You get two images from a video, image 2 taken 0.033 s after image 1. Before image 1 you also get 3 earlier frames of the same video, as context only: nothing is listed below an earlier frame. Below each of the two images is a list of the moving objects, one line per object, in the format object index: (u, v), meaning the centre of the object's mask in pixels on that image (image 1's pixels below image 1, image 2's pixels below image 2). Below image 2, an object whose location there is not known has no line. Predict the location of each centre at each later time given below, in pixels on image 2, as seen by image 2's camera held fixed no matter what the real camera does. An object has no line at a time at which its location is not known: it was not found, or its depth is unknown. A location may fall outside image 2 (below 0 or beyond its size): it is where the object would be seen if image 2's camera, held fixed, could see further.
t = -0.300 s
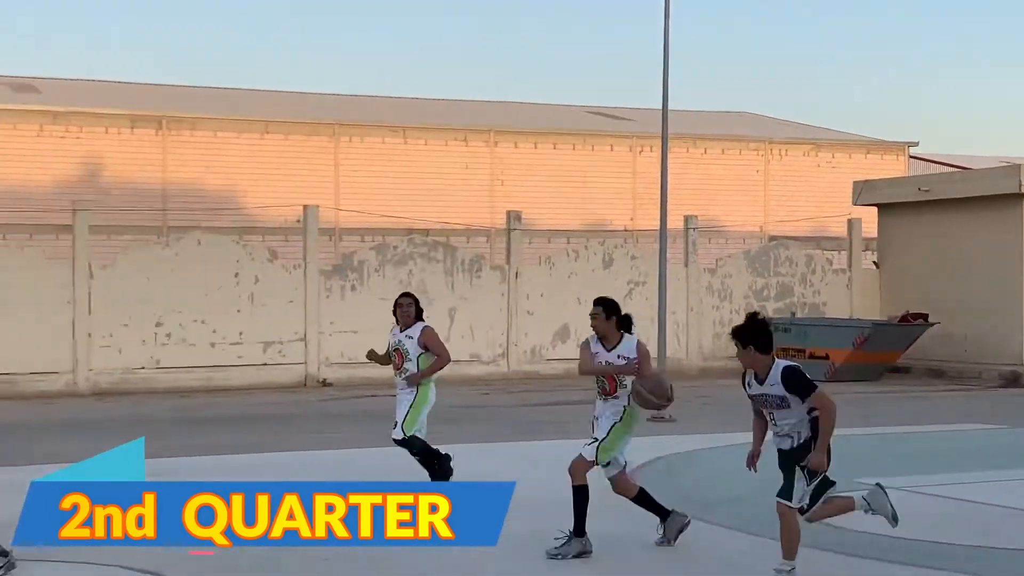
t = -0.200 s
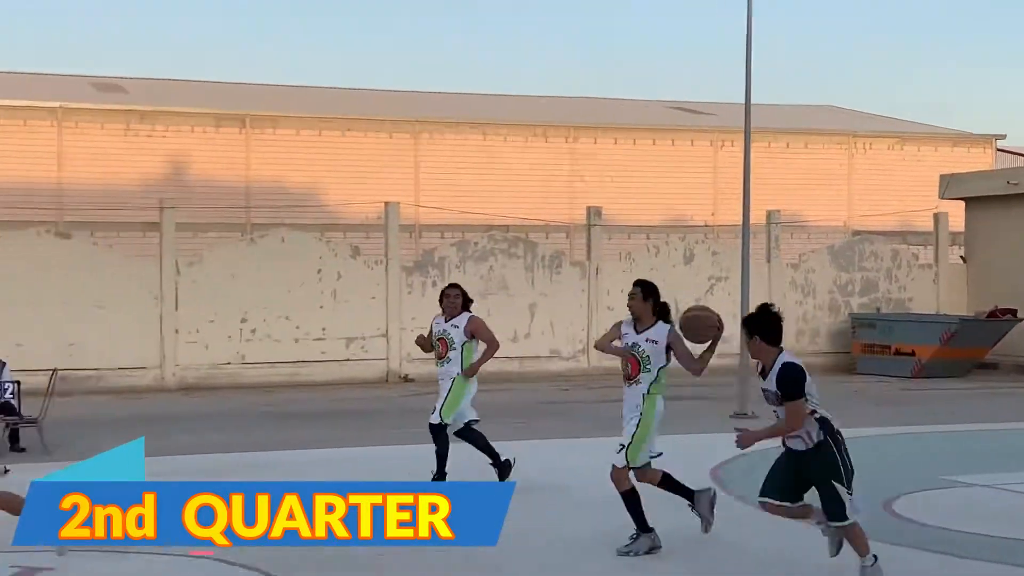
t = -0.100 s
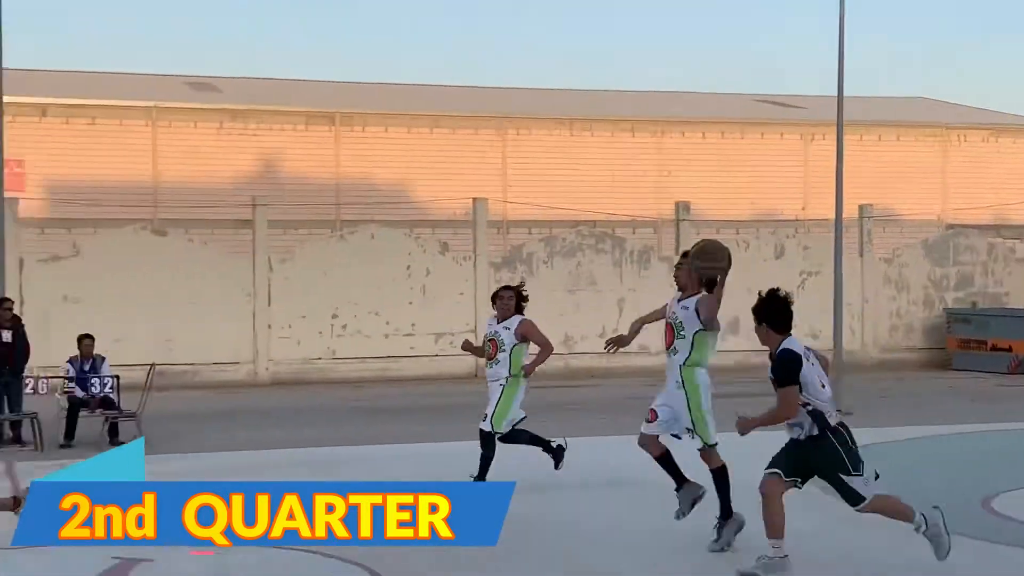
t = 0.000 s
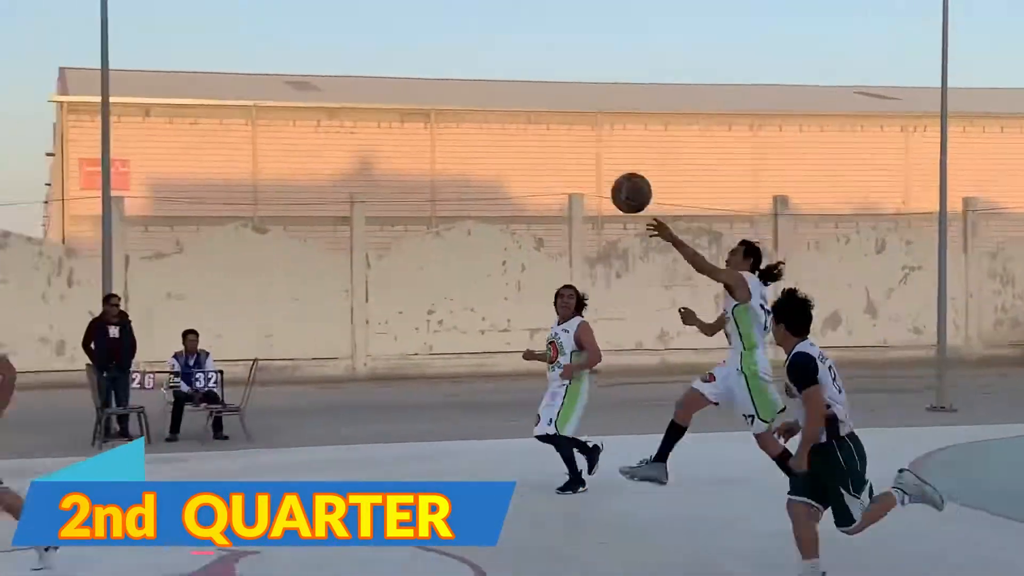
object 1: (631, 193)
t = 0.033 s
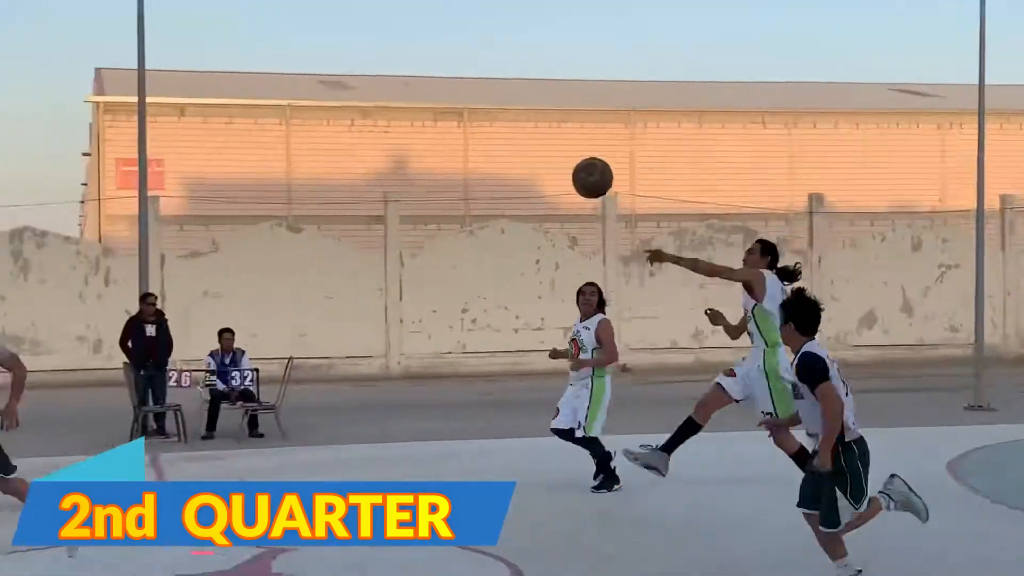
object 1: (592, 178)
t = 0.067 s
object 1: (520, 166)
